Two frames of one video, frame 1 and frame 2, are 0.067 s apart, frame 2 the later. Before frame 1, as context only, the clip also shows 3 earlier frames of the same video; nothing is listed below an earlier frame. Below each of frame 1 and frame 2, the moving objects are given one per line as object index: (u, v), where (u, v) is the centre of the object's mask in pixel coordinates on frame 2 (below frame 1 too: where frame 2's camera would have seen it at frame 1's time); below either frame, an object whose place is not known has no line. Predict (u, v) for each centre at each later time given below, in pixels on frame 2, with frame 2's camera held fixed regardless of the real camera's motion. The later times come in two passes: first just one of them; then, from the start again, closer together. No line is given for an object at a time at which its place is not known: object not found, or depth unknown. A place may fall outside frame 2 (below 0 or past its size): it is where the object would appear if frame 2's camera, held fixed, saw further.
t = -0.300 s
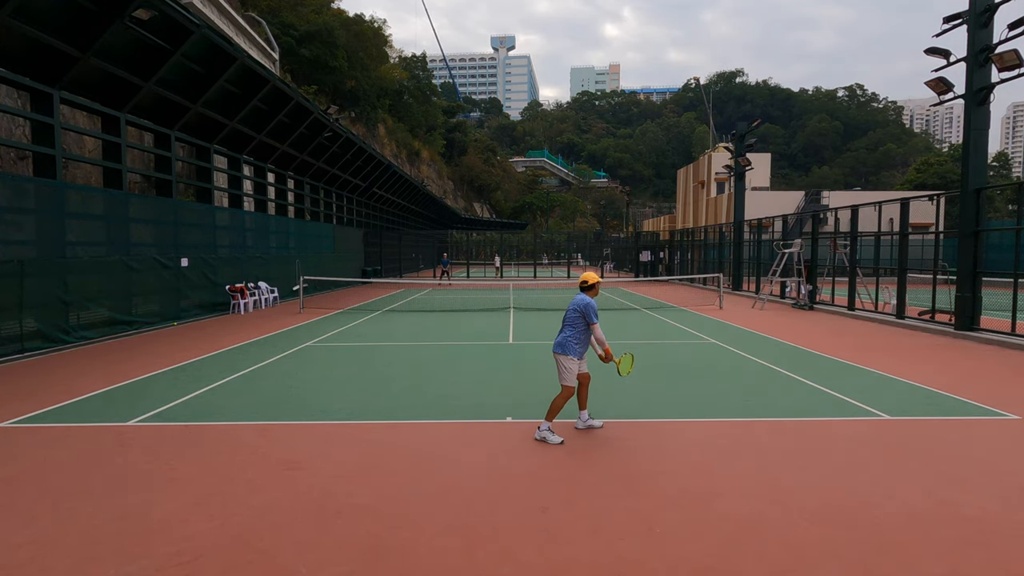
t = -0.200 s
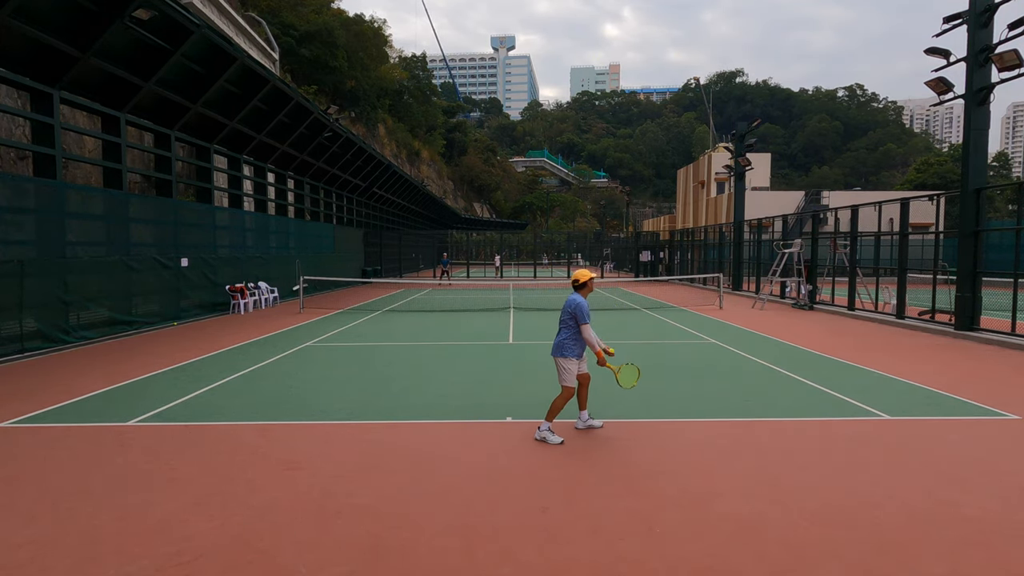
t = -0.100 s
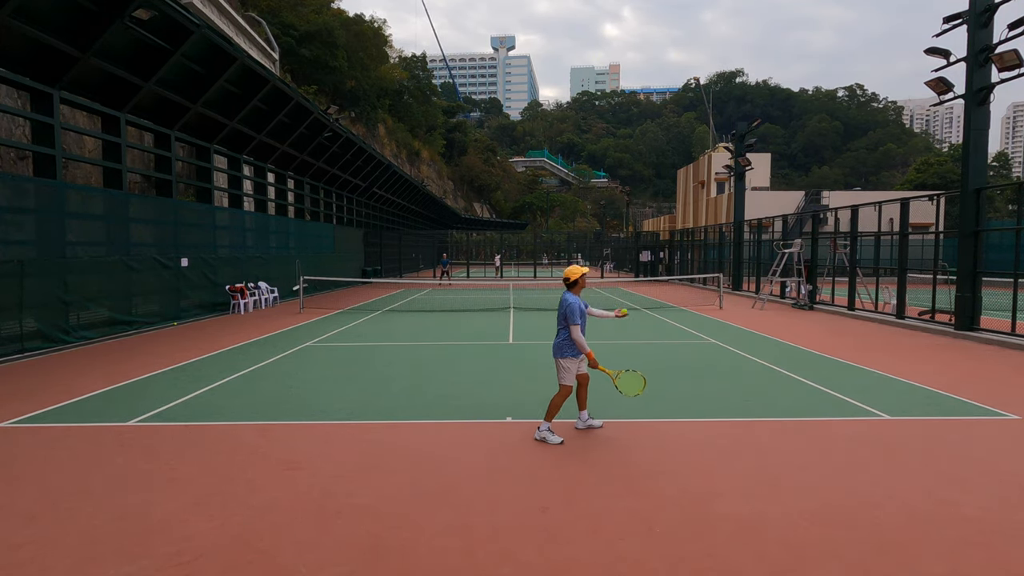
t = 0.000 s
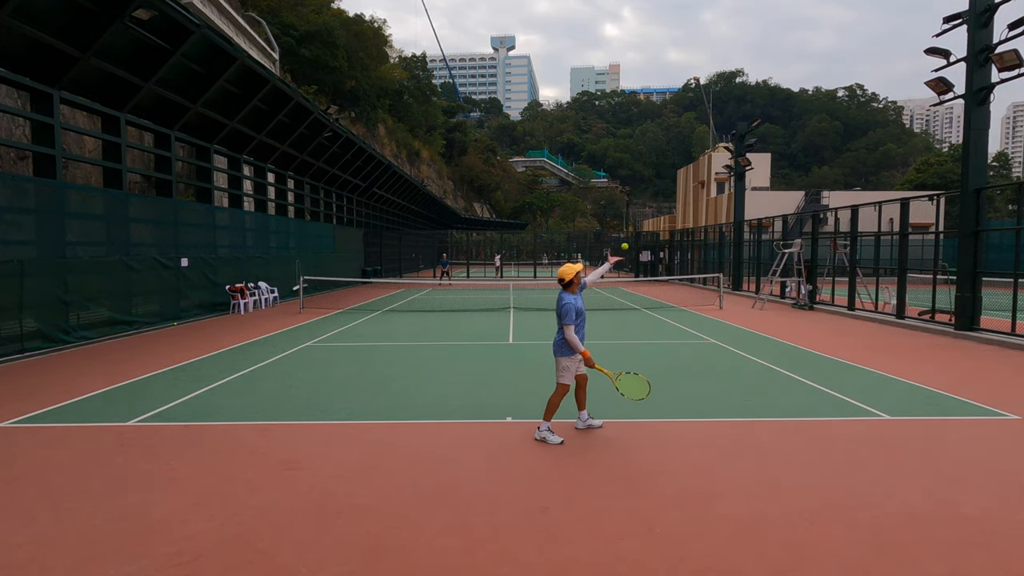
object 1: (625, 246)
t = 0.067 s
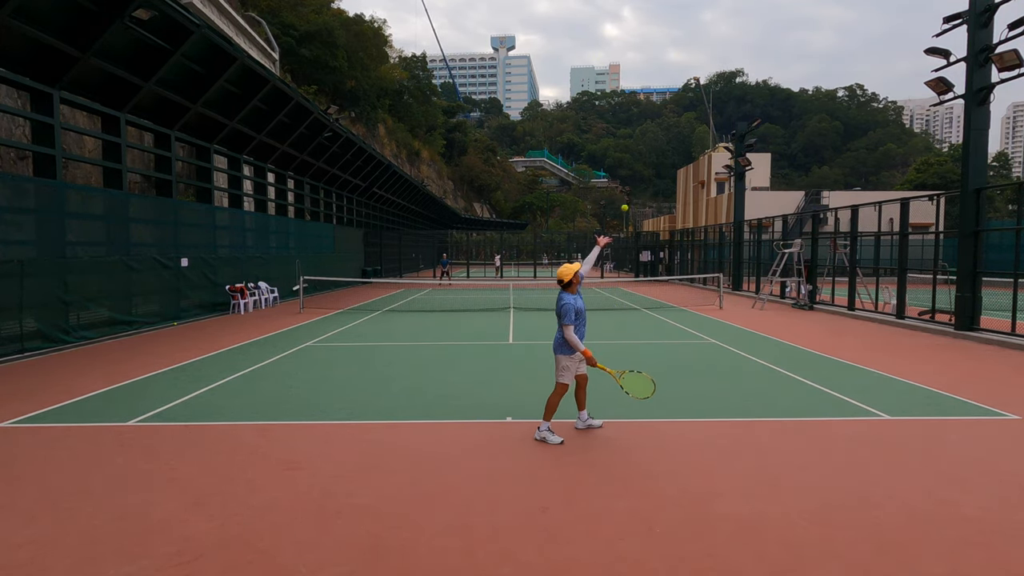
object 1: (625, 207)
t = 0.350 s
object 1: (623, 93)
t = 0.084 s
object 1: (625, 198)
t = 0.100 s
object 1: (625, 190)
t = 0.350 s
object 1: (623, 93)
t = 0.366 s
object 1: (623, 89)
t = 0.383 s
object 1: (623, 86)
